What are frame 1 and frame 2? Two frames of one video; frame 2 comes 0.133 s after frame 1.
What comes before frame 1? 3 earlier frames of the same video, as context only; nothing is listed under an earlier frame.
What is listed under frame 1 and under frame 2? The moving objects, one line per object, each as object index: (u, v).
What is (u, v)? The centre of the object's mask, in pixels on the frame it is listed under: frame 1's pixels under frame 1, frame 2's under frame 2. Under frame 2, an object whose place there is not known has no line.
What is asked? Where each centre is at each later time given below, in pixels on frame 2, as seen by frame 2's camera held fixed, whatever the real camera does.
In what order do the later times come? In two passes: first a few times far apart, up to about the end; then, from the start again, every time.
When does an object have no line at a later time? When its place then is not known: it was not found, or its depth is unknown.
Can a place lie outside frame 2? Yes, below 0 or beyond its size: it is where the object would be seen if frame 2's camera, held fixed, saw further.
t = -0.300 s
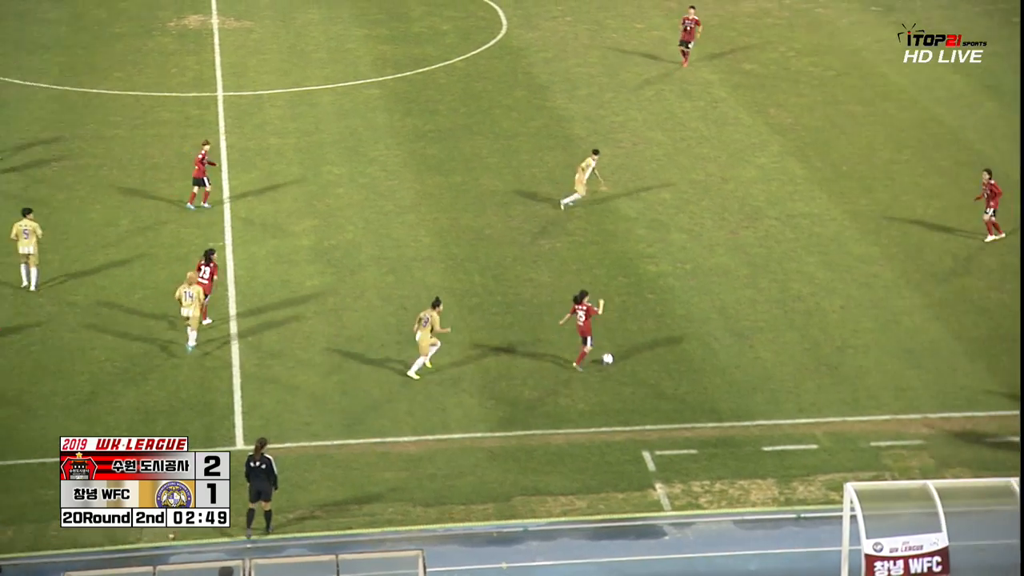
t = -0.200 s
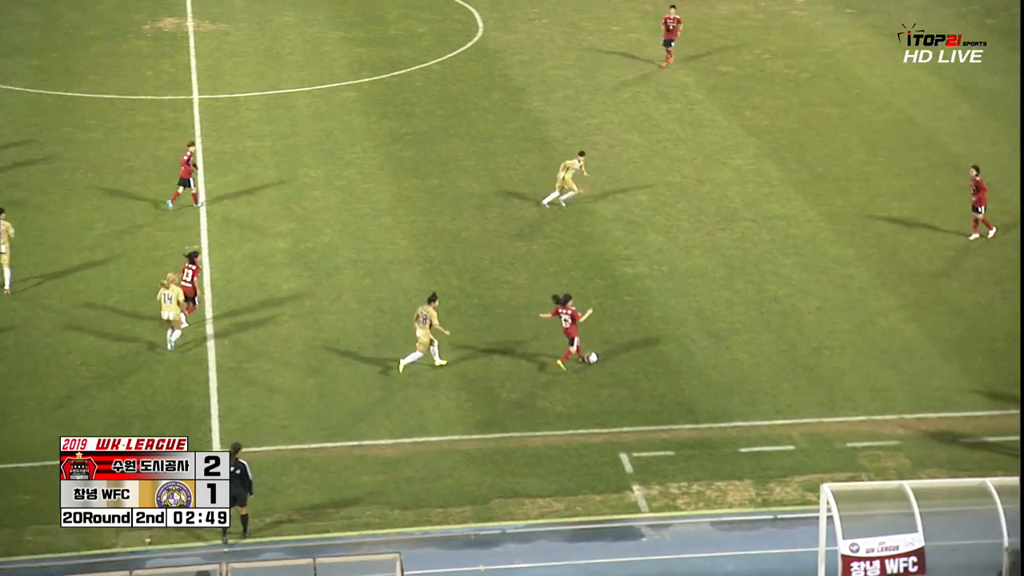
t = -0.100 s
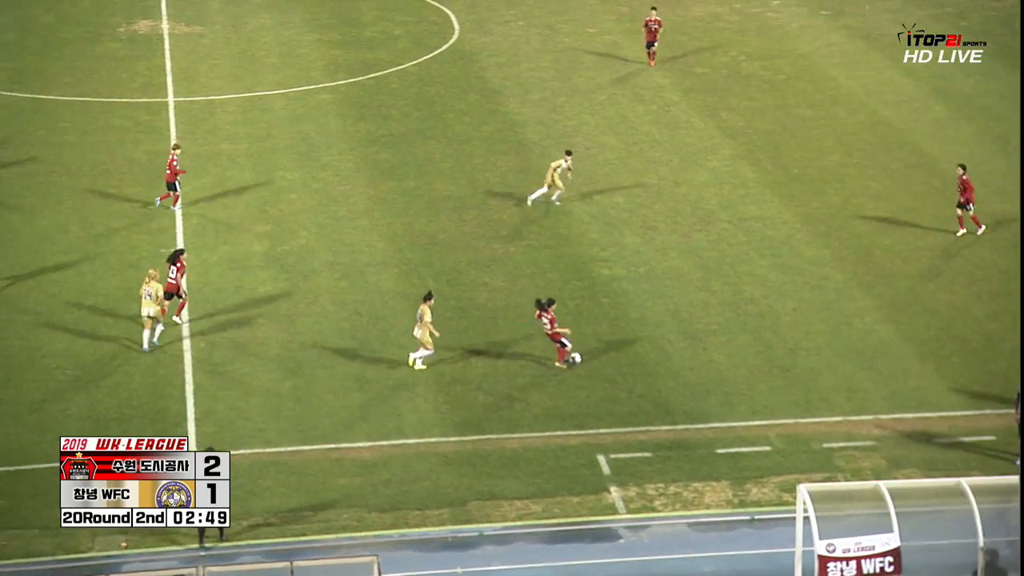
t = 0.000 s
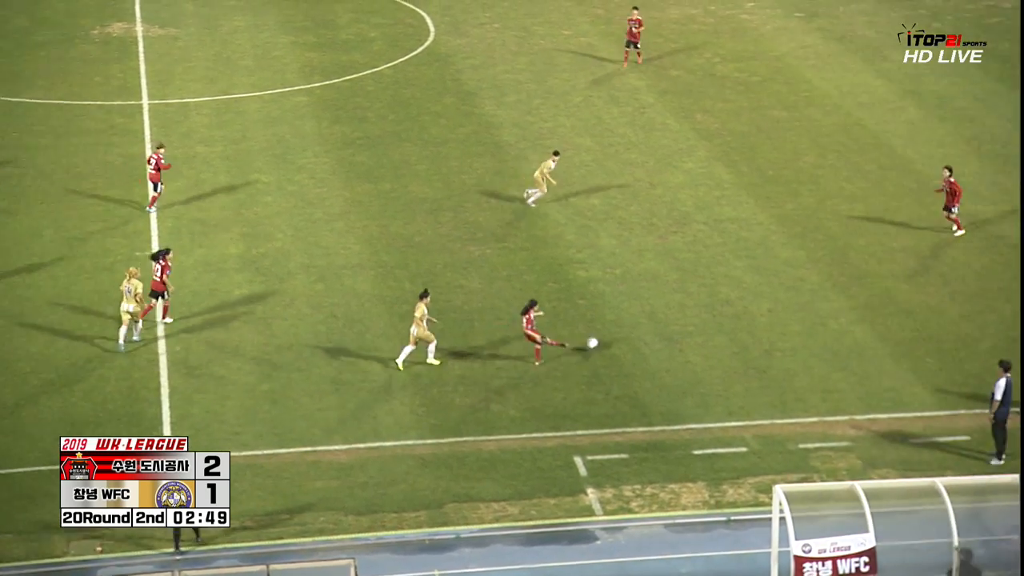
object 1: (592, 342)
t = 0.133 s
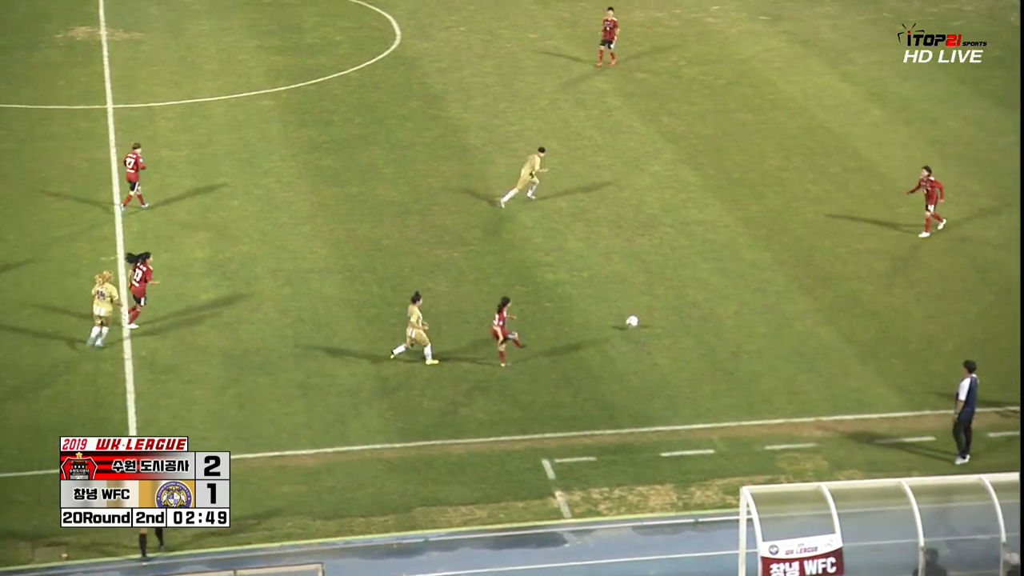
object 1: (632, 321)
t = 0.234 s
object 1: (683, 307)
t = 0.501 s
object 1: (796, 273)
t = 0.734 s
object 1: (872, 245)
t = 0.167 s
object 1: (649, 317)
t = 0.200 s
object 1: (666, 314)
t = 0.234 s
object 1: (683, 307)
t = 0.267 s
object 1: (698, 301)
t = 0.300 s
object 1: (713, 296)
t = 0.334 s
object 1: (727, 291)
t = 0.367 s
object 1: (742, 286)
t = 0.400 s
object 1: (756, 283)
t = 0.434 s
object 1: (770, 280)
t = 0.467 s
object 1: (784, 277)
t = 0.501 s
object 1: (796, 273)
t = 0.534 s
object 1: (808, 267)
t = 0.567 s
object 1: (819, 262)
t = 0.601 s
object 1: (830, 257)
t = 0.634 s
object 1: (841, 254)
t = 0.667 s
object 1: (851, 250)
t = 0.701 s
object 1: (862, 248)
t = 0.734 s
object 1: (872, 245)
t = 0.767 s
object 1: (882, 244)
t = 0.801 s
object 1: (892, 243)
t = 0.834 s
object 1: (902, 242)
